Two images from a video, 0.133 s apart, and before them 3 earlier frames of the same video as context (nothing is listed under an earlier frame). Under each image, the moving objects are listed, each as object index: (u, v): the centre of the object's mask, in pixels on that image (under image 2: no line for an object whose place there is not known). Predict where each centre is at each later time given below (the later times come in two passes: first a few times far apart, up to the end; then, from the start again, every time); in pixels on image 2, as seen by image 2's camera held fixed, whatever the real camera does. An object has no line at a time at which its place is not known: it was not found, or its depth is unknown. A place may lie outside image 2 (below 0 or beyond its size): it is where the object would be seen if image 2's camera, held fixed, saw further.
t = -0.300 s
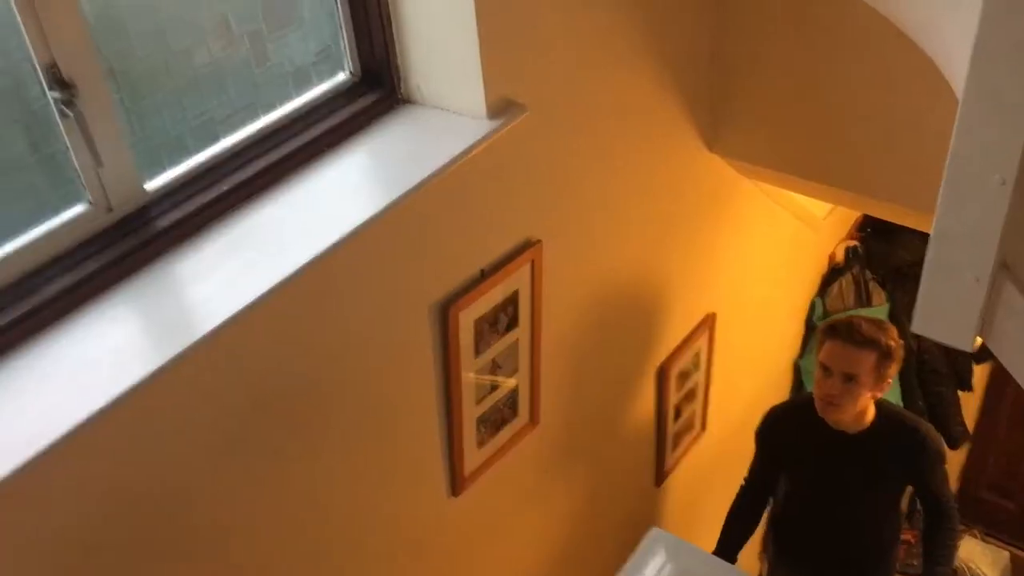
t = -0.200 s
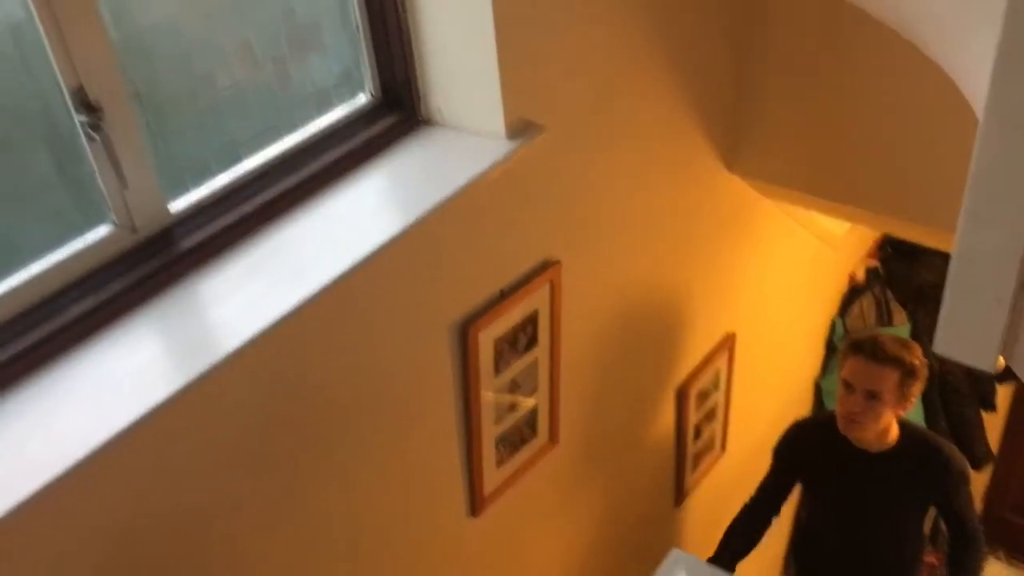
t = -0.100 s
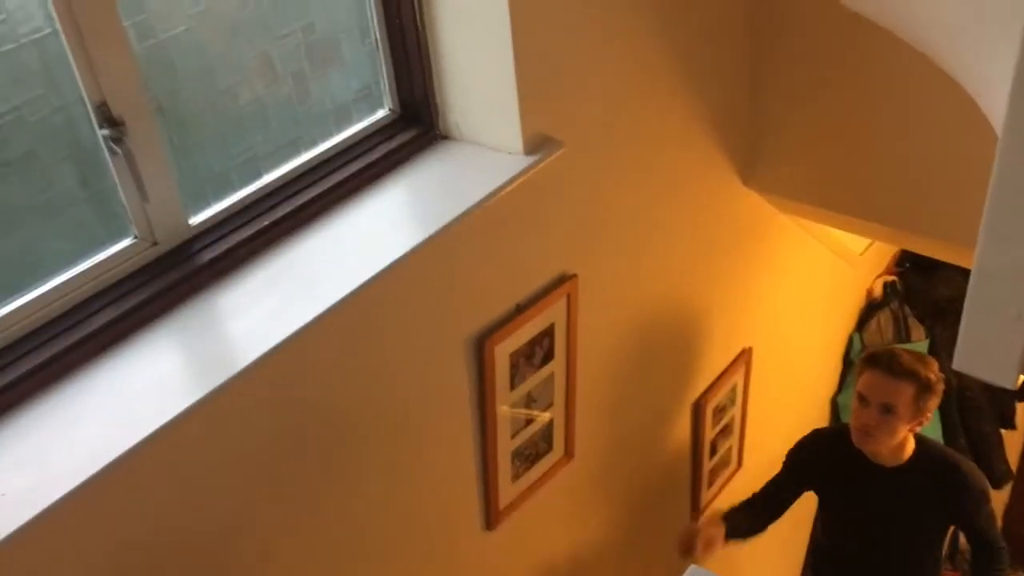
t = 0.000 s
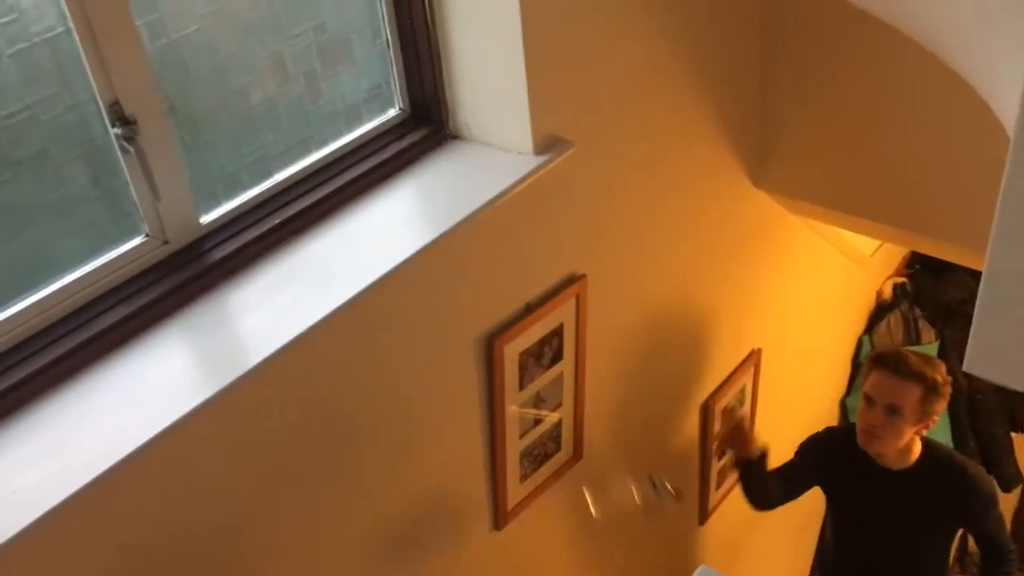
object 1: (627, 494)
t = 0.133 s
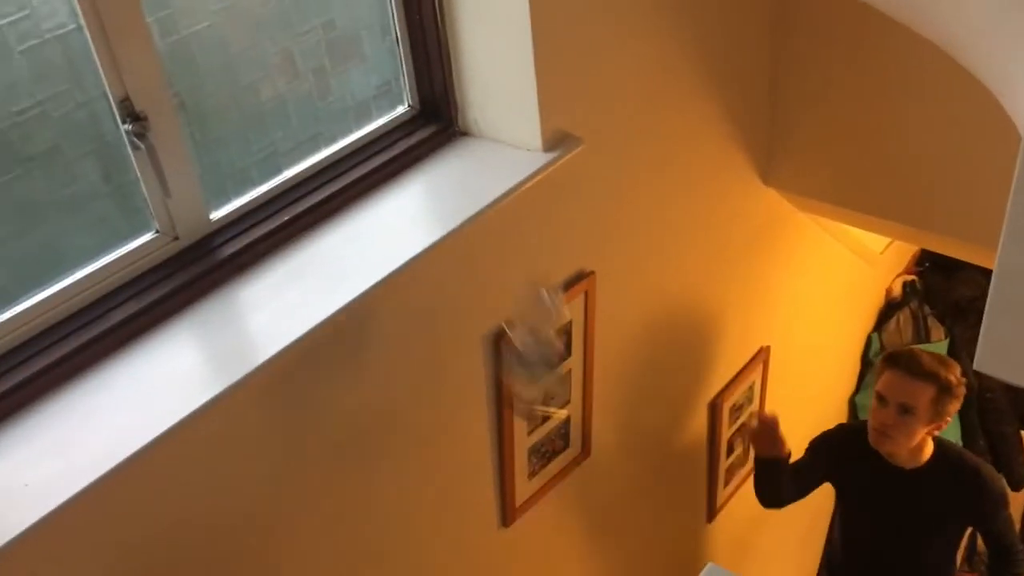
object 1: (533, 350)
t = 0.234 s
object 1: (434, 210)
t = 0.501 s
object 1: (193, 74)
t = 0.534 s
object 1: (161, 88)
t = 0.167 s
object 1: (500, 302)
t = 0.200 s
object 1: (475, 247)
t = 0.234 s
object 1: (434, 210)
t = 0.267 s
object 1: (399, 164)
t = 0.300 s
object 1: (368, 133)
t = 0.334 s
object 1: (334, 100)
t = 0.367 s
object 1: (303, 74)
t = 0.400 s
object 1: (271, 59)
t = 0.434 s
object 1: (249, 58)
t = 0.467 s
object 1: (223, 64)
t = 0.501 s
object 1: (193, 74)
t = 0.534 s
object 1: (161, 88)
